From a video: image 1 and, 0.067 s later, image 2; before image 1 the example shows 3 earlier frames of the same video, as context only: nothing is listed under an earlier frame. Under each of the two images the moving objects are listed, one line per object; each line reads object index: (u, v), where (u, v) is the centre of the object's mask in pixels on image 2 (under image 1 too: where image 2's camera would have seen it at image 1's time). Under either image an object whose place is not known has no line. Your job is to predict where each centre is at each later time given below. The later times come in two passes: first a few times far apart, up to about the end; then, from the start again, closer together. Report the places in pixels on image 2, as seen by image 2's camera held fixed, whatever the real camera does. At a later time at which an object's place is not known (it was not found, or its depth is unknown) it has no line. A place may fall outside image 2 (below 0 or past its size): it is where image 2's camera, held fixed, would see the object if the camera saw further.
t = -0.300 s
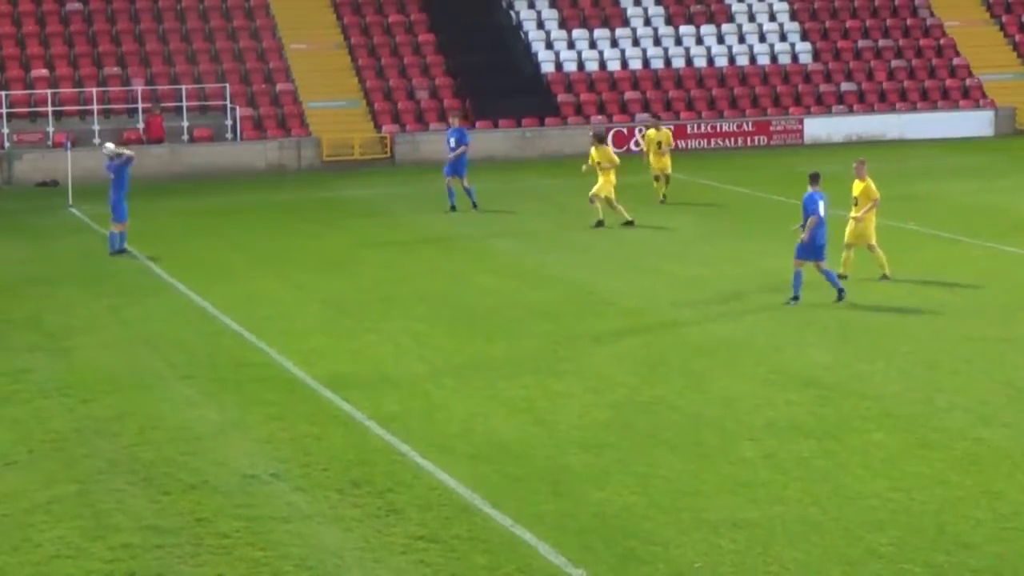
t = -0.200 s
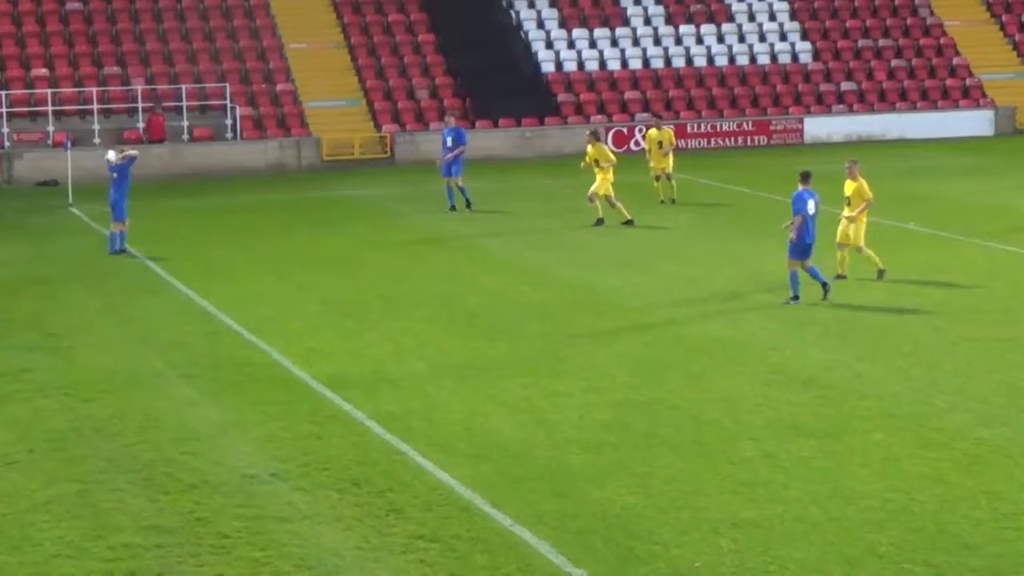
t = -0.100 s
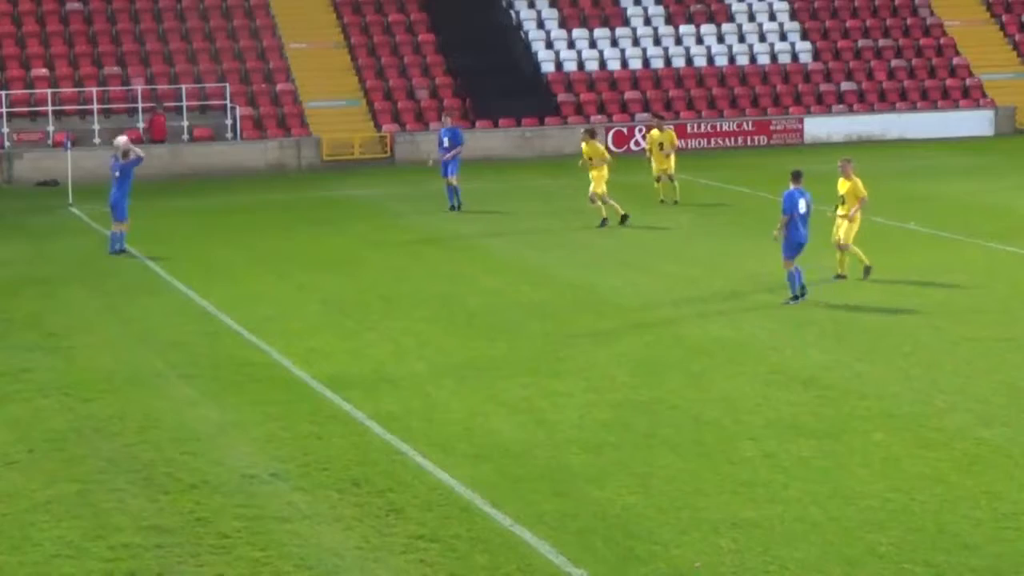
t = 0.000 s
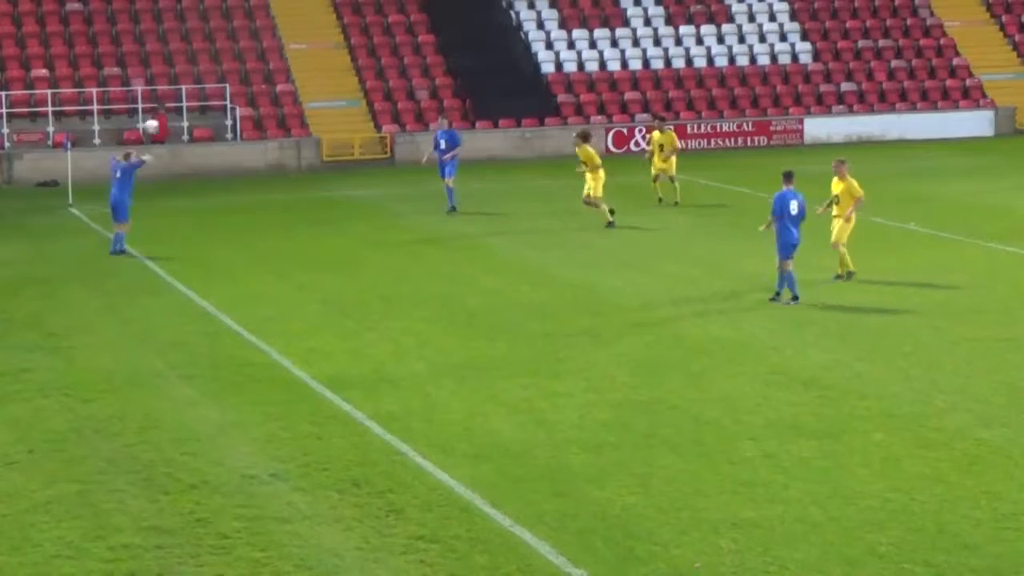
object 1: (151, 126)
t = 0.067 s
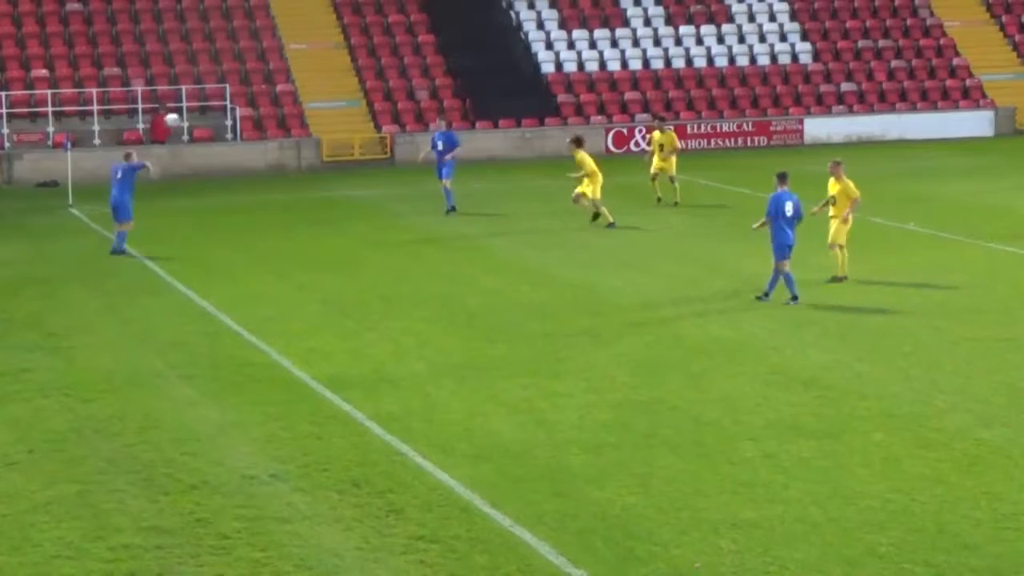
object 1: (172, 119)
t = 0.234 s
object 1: (222, 114)
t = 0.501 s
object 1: (297, 136)
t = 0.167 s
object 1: (202, 114)
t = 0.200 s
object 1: (212, 114)
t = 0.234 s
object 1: (222, 114)
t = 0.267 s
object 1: (232, 115)
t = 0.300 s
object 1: (242, 115)
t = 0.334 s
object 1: (251, 117)
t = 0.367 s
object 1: (261, 121)
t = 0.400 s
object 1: (269, 122)
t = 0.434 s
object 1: (279, 127)
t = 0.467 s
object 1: (288, 131)
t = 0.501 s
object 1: (297, 136)
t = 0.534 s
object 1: (305, 142)
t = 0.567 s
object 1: (314, 148)
